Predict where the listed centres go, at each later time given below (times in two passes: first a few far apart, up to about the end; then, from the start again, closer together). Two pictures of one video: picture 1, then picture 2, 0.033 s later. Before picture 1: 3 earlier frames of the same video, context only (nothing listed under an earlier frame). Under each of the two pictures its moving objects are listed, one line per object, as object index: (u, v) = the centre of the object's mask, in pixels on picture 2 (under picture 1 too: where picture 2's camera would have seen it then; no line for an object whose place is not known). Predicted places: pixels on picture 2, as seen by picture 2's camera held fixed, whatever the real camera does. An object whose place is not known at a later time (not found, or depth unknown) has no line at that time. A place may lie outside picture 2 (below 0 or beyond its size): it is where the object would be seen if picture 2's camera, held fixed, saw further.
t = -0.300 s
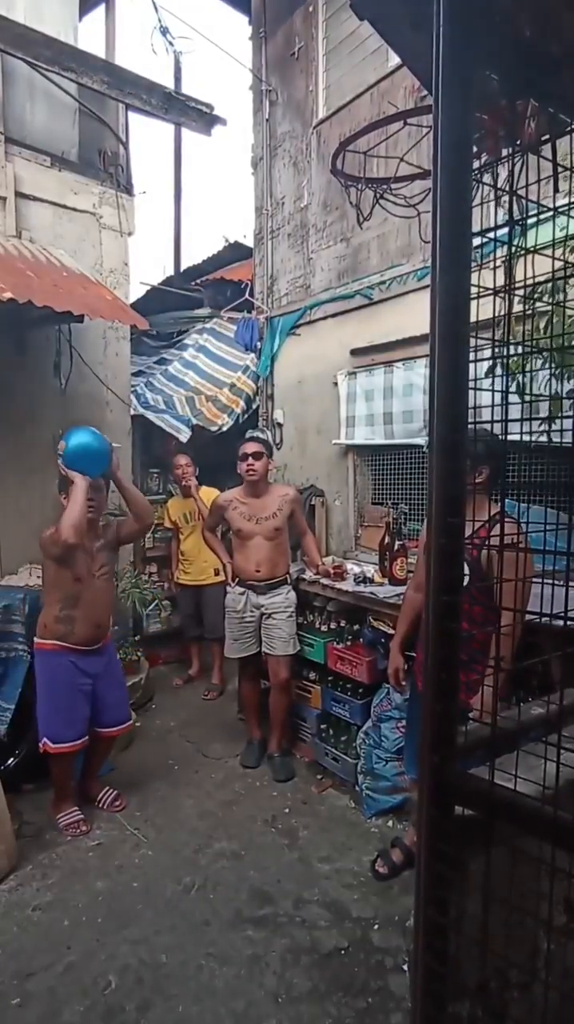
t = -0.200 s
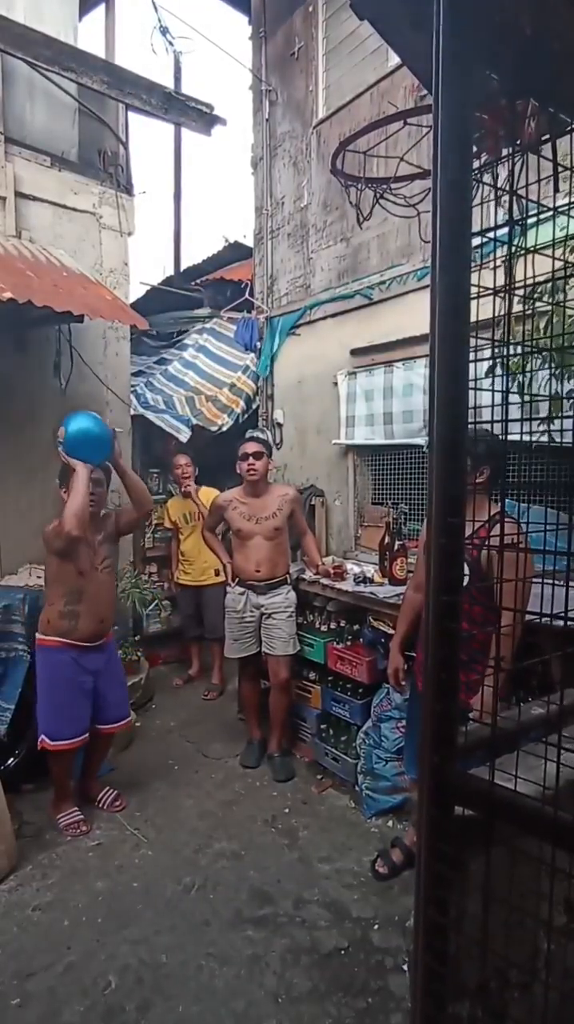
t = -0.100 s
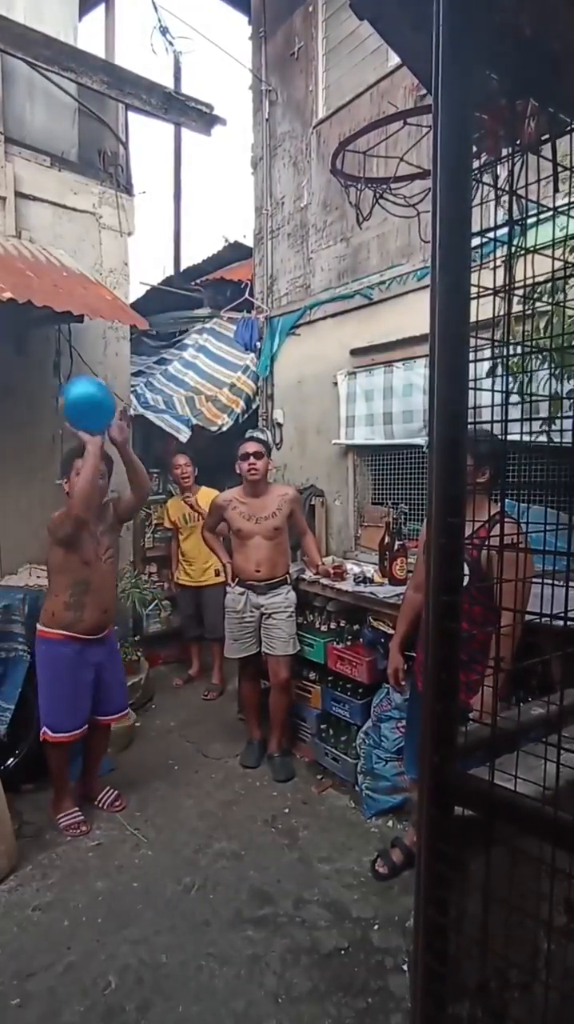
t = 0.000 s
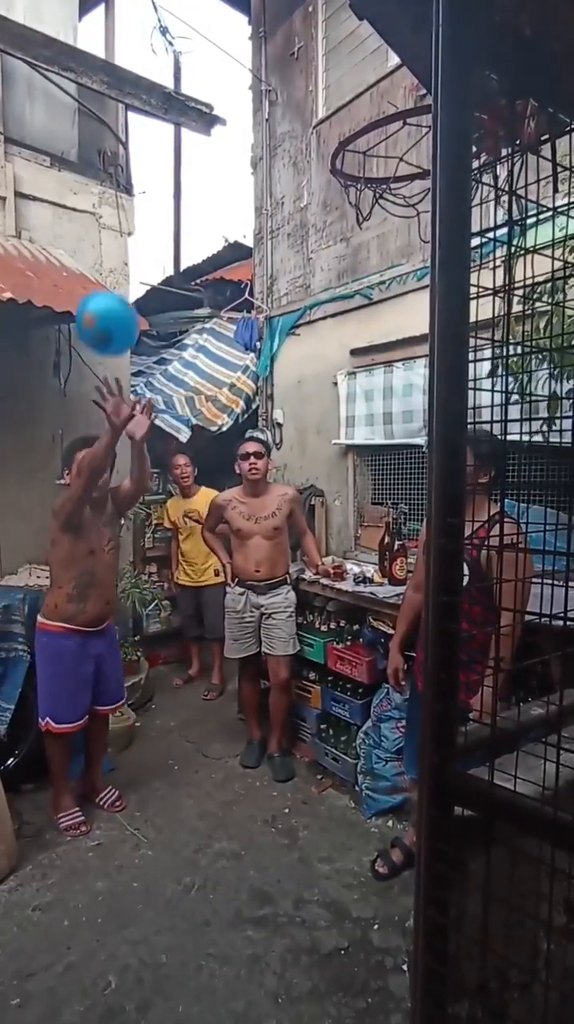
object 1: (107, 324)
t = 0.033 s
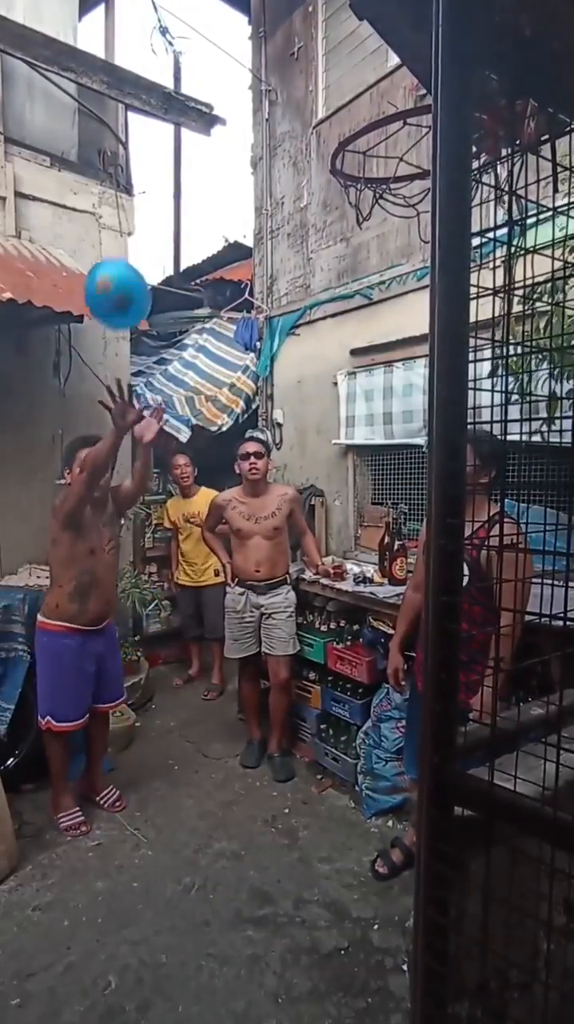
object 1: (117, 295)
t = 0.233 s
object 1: (217, 145)
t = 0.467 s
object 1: (386, 107)
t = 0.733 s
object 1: (387, 258)
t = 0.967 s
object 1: (362, 669)
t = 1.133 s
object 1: (343, 1007)
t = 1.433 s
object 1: (191, 980)
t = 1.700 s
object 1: (121, 830)
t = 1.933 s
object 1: (94, 767)
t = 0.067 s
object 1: (129, 266)
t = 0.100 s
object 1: (143, 238)
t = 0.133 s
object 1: (158, 212)
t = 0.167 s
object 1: (175, 188)
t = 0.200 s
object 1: (195, 165)
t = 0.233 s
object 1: (217, 145)
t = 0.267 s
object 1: (243, 125)
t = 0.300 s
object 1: (272, 108)
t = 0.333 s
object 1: (304, 93)
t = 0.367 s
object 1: (340, 81)
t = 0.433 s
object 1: (403, 92)
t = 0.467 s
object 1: (386, 107)
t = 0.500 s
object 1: (382, 116)
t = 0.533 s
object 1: (384, 124)
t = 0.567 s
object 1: (387, 137)
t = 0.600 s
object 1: (392, 147)
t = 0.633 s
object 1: (393, 167)
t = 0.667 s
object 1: (392, 193)
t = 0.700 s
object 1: (389, 222)
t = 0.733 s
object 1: (387, 258)
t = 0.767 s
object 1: (383, 300)
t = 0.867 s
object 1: (374, 465)
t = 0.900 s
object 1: (370, 526)
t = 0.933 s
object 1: (366, 597)
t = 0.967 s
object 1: (362, 669)
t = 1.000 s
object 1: (358, 742)
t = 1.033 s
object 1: (352, 819)
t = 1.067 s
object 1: (350, 898)
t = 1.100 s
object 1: (346, 970)
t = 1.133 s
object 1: (343, 1007)
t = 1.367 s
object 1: (225, 1003)
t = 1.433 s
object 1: (191, 980)
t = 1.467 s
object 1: (177, 964)
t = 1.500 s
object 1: (164, 952)
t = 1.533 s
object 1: (153, 944)
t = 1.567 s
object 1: (146, 916)
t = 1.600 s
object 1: (139, 890)
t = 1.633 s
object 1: (131, 862)
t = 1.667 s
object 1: (126, 845)
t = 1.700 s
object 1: (121, 830)
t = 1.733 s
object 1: (115, 819)
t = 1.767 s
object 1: (111, 814)
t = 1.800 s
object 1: (107, 812)
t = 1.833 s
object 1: (103, 812)
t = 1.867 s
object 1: (100, 800)
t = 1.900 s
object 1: (96, 781)
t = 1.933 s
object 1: (94, 767)
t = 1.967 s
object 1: (89, 756)
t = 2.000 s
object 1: (88, 751)
